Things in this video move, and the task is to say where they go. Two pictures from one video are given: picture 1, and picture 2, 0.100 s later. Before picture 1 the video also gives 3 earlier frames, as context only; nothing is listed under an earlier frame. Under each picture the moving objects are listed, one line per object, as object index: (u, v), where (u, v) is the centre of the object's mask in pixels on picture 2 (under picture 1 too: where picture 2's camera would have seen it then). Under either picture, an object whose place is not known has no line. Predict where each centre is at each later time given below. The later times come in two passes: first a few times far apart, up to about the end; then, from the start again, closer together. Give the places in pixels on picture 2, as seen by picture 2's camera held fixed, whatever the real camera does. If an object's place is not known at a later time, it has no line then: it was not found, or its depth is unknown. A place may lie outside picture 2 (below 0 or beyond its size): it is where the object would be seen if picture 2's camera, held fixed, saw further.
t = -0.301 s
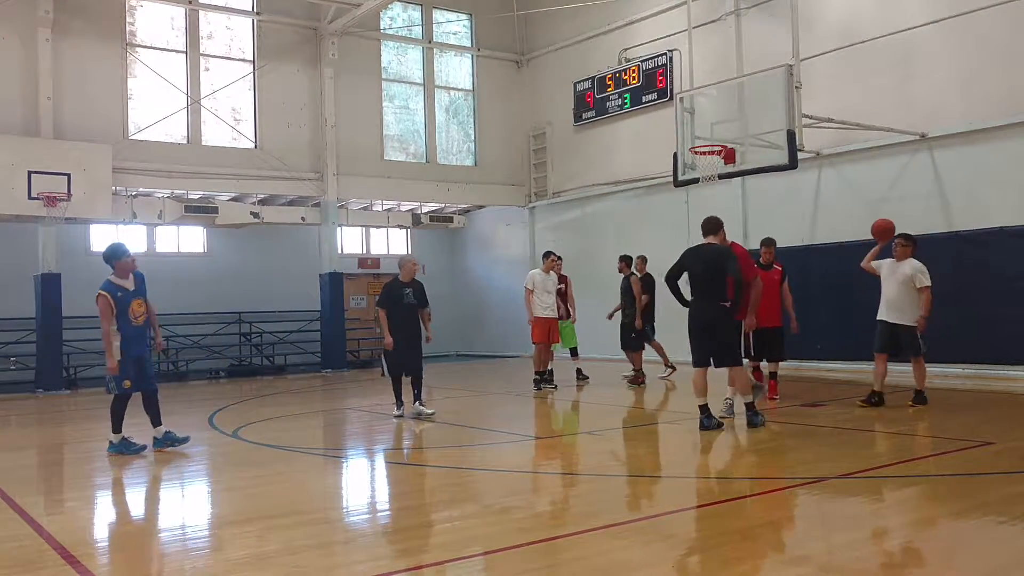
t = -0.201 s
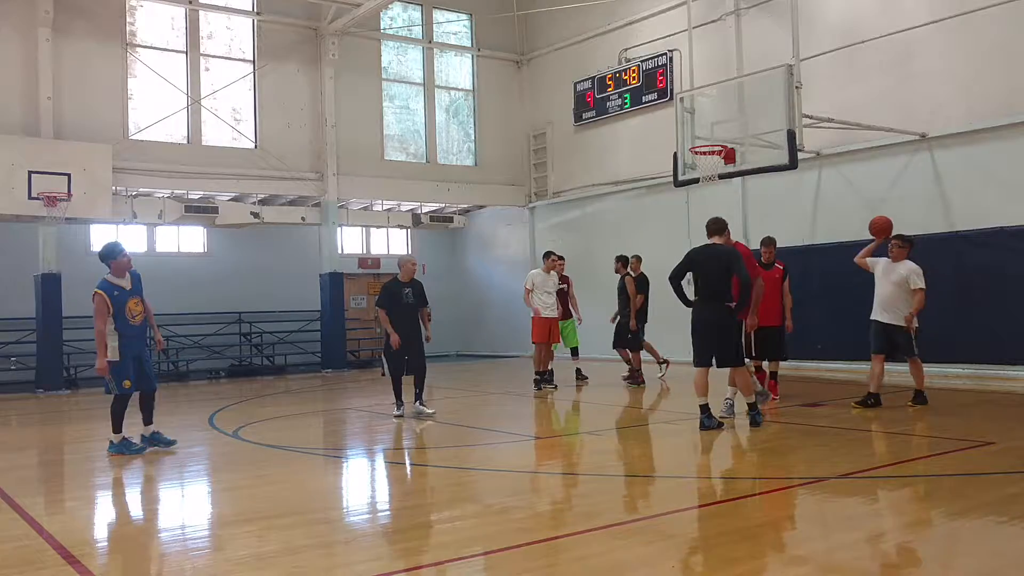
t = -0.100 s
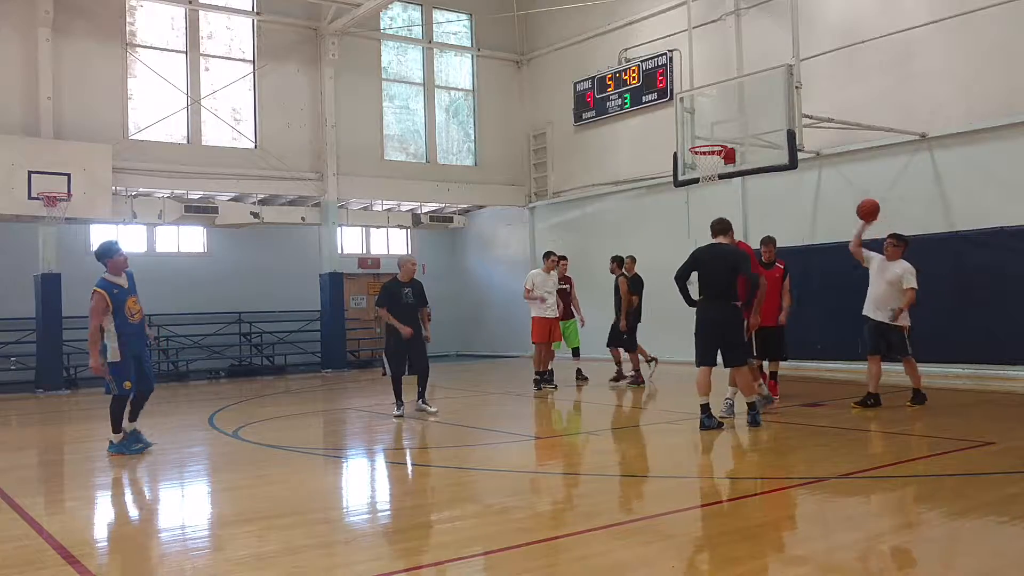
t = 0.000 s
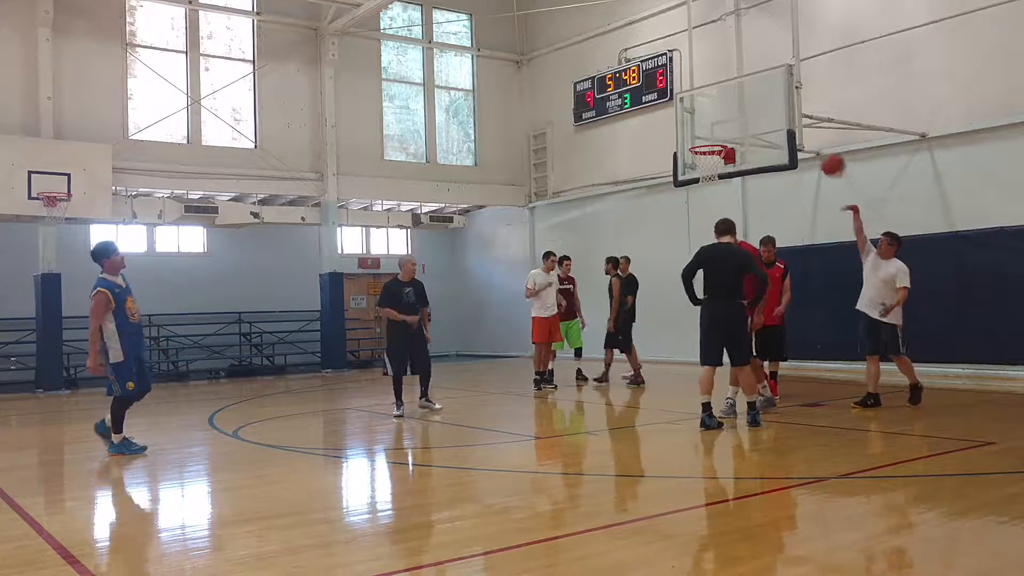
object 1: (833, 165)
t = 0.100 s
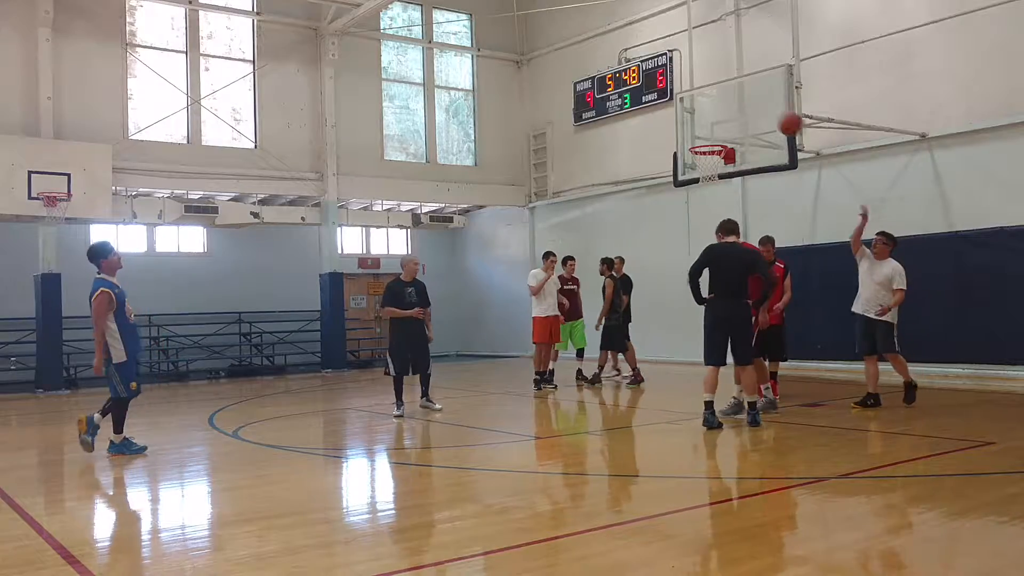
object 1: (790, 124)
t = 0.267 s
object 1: (719, 75)
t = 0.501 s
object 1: (610, 47)
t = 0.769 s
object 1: (475, 90)
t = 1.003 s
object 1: (341, 203)
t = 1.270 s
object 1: (167, 446)
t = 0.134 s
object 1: (777, 112)
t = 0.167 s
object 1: (762, 102)
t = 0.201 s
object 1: (748, 92)
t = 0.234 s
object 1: (733, 82)
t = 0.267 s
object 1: (719, 75)
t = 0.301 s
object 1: (703, 68)
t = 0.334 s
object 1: (688, 62)
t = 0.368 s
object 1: (675, 55)
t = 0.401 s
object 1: (659, 53)
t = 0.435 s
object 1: (643, 49)
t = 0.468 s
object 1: (627, 48)
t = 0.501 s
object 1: (610, 47)
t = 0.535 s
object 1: (594, 48)
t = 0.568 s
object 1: (577, 51)
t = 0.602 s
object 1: (561, 54)
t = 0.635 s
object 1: (544, 59)
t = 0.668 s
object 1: (527, 65)
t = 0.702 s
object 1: (511, 72)
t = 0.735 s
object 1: (494, 81)
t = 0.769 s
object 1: (475, 90)
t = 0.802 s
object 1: (457, 102)
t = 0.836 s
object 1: (438, 115)
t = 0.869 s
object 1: (420, 130)
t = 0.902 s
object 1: (400, 145)
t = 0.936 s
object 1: (381, 164)
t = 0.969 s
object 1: (361, 184)
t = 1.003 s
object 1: (341, 203)
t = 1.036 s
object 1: (321, 228)
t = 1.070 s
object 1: (300, 253)
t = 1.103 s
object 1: (280, 280)
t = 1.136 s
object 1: (256, 308)
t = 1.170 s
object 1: (235, 341)
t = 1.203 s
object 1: (214, 372)
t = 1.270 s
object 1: (167, 446)
